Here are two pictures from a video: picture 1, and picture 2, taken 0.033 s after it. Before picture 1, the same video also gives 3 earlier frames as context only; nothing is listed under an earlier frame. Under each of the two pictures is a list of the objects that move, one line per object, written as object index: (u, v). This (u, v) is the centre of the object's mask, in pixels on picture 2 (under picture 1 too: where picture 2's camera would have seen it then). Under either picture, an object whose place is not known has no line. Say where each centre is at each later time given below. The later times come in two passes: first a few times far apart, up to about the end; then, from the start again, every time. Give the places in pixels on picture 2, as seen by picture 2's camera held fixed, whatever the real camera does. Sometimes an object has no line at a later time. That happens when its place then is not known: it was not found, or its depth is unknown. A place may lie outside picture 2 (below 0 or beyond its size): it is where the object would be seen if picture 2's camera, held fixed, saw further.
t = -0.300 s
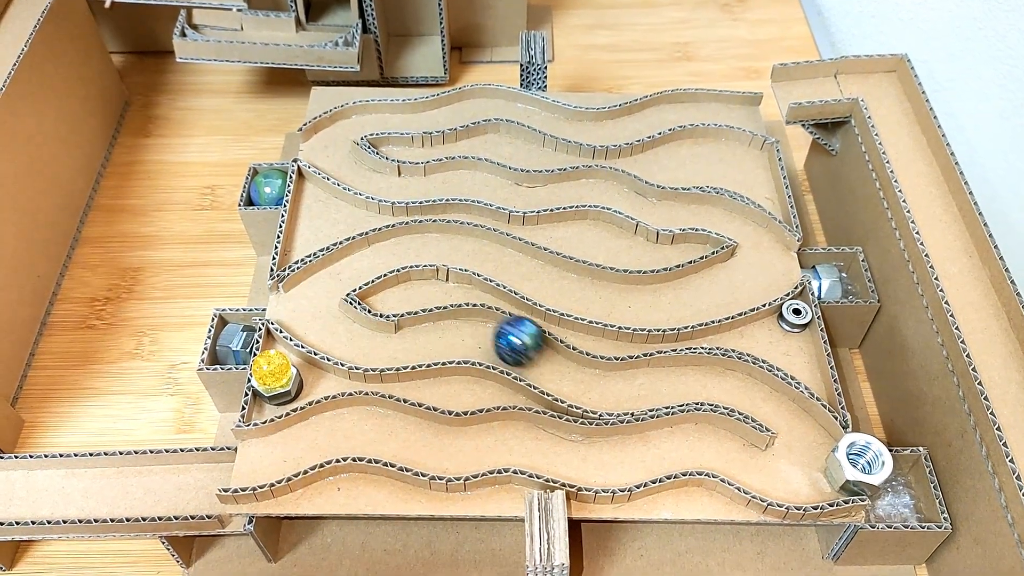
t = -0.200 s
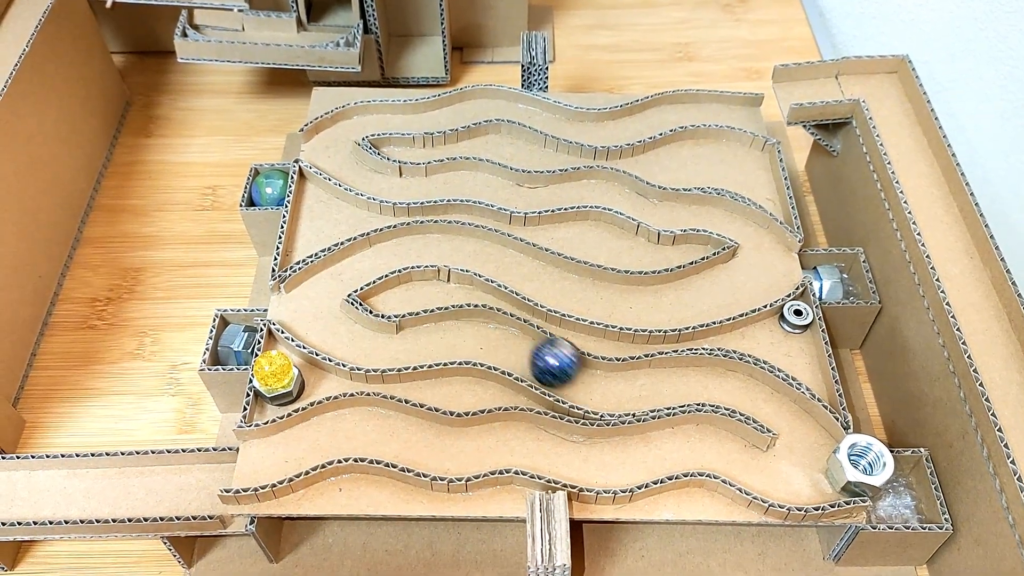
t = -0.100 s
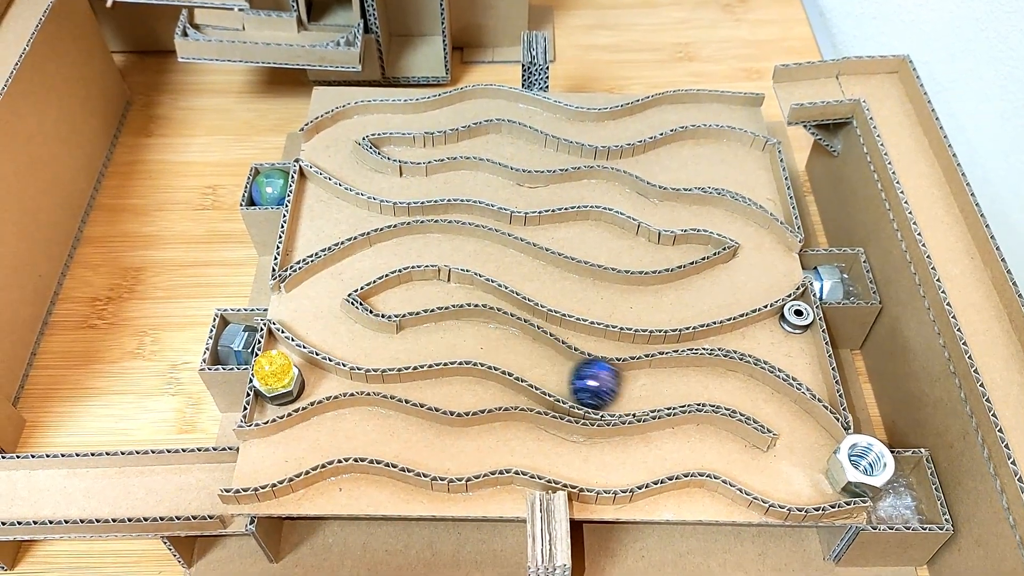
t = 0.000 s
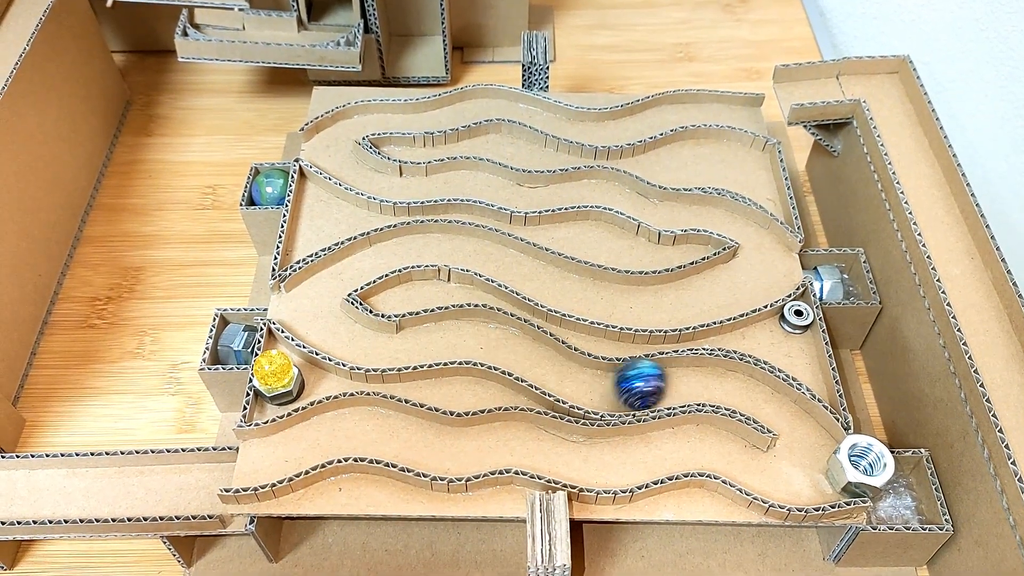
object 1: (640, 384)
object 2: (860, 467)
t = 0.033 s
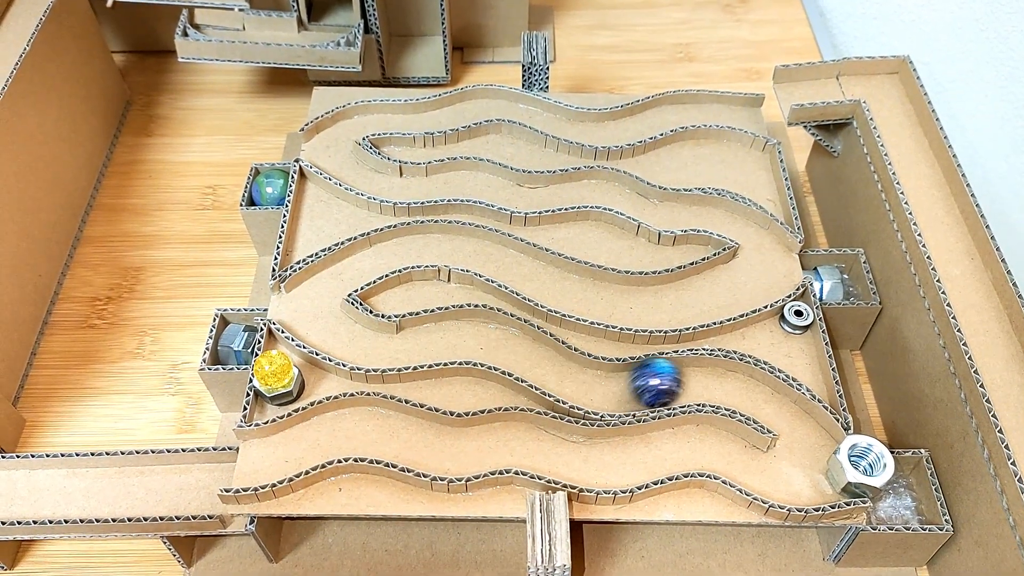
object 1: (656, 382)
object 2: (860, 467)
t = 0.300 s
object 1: (787, 406)
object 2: (860, 467)
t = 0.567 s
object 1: (821, 445)
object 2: (889, 493)
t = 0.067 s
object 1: (671, 379)
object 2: (860, 467)
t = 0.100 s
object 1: (689, 376)
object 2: (860, 467)
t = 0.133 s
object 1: (705, 375)
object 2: (860, 467)
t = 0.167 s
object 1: (722, 377)
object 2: (860, 467)
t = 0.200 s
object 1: (739, 381)
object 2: (860, 467)
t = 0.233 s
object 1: (756, 387)
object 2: (860, 467)
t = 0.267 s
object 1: (771, 395)
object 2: (860, 467)
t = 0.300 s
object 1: (787, 406)
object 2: (860, 467)
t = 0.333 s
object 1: (803, 417)
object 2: (860, 467)
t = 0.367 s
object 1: (814, 428)
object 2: (861, 467)
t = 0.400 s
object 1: (811, 431)
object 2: (866, 468)
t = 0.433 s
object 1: (808, 434)
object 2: (871, 469)
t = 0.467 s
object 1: (809, 438)
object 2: (878, 471)
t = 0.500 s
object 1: (811, 441)
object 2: (884, 476)
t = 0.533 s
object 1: (816, 443)
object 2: (890, 494)
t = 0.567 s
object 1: (821, 445)
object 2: (889, 493)
